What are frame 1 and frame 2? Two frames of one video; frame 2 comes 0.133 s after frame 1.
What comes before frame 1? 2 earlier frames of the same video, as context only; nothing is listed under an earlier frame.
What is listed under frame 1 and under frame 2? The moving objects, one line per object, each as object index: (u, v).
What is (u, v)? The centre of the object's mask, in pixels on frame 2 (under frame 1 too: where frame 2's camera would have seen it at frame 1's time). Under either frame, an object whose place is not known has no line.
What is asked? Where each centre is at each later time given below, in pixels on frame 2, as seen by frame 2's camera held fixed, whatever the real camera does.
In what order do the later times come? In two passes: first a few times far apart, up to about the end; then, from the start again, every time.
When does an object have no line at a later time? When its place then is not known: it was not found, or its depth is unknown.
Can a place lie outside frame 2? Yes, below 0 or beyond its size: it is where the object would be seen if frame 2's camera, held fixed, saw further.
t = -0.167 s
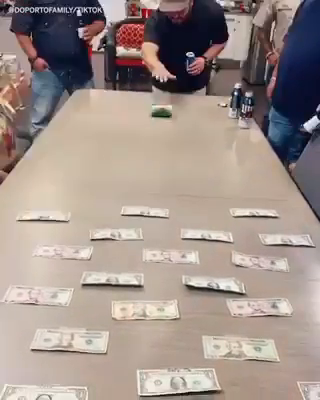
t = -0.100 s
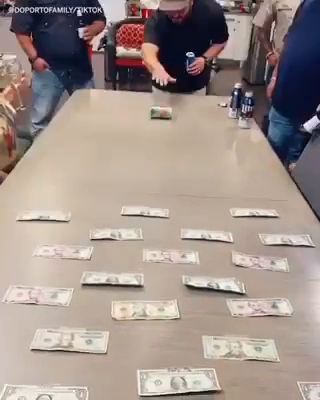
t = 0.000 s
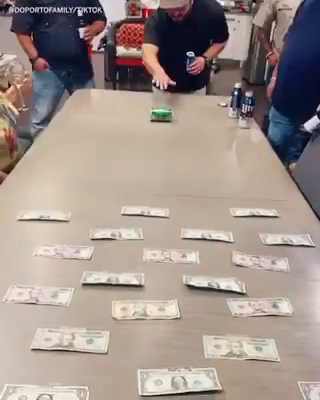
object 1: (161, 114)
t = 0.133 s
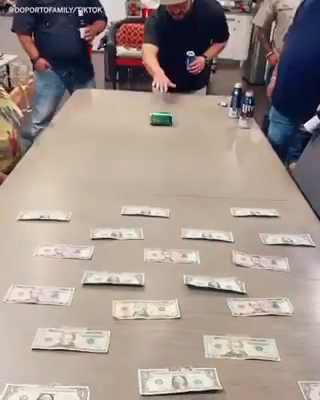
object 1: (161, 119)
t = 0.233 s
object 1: (161, 122)
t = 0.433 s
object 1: (161, 127)
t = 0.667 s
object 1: (161, 135)
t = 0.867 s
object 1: (161, 140)
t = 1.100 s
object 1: (160, 148)
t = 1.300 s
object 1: (160, 153)
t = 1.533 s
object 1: (161, 159)
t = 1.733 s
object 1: (161, 165)
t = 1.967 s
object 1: (161, 171)
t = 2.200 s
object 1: (161, 177)
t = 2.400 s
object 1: (161, 182)
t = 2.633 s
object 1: (161, 188)
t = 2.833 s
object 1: (161, 192)
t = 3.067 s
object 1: (161, 196)
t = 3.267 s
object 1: (161, 198)
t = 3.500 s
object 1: (162, 202)
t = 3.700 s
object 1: (161, 204)
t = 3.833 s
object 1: (161, 205)
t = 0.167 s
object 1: (161, 120)
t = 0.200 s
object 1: (161, 121)
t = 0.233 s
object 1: (161, 122)
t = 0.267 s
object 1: (161, 123)
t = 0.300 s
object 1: (161, 124)
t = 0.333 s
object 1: (161, 125)
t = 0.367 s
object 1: (160, 126)
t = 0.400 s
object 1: (161, 127)
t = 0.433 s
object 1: (161, 127)
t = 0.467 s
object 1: (161, 128)
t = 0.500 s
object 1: (161, 130)
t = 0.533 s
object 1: (161, 130)
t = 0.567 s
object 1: (161, 131)
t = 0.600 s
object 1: (161, 133)
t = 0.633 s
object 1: (161, 134)
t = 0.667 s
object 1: (161, 135)
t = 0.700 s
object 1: (161, 136)
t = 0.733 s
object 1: (161, 137)
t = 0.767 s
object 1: (161, 137)
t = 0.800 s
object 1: (162, 138)
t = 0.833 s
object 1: (161, 139)
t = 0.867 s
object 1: (161, 140)
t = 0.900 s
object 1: (161, 141)
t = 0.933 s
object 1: (161, 142)
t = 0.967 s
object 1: (161, 143)
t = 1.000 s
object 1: (161, 144)
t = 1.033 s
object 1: (161, 145)
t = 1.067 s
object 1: (161, 147)
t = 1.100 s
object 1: (160, 148)
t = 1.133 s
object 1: (161, 148)
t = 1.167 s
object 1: (160, 149)
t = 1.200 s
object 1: (160, 150)
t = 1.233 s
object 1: (160, 151)
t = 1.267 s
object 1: (160, 152)
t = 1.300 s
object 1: (160, 153)
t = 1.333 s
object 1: (162, 154)
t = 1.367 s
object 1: (161, 154)
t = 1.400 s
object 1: (160, 155)
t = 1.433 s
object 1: (161, 157)
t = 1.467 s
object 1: (161, 157)
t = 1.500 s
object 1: (161, 158)
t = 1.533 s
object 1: (161, 159)
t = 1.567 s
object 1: (161, 160)
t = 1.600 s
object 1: (161, 161)
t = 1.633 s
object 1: (161, 163)
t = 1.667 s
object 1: (160, 164)
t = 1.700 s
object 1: (161, 164)
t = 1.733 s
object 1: (161, 165)
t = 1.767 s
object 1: (161, 166)
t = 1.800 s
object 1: (161, 167)
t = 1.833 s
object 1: (160, 168)
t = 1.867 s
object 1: (161, 169)
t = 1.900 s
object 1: (161, 169)
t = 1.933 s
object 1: (161, 170)
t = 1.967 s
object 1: (161, 171)
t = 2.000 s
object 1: (161, 172)
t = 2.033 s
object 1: (161, 173)
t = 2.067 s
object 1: (161, 174)
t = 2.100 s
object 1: (161, 175)
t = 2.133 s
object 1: (161, 175)
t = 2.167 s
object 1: (161, 176)
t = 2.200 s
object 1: (161, 177)
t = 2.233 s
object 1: (161, 178)
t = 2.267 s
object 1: (161, 179)
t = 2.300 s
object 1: (161, 180)
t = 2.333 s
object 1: (161, 181)
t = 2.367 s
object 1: (161, 182)
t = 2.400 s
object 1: (161, 182)
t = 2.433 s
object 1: (161, 183)
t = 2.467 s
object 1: (161, 184)
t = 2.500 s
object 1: (160, 186)
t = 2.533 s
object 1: (161, 186)
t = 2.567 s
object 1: (161, 186)
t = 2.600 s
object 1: (161, 187)
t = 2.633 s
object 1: (161, 188)
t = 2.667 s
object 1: (161, 188)
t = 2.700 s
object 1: (161, 189)
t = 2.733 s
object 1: (161, 190)
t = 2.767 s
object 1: (161, 190)
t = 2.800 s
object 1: (161, 191)
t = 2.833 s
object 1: (161, 192)
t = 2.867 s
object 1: (161, 192)
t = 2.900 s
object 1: (161, 192)
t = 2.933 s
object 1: (161, 193)
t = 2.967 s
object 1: (161, 194)
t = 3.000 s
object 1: (161, 194)
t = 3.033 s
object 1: (161, 195)
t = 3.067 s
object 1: (161, 196)
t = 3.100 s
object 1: (161, 196)
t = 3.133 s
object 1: (161, 197)
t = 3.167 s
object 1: (161, 198)
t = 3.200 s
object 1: (161, 198)
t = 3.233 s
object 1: (161, 198)
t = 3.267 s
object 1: (161, 198)
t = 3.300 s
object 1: (161, 199)
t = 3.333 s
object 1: (161, 199)
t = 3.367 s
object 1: (162, 200)
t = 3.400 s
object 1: (161, 200)
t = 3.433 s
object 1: (161, 201)
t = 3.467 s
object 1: (161, 201)
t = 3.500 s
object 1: (162, 202)
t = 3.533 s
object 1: (161, 202)
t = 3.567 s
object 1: (162, 202)
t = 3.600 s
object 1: (161, 203)
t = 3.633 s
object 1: (161, 204)
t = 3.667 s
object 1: (161, 204)
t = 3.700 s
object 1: (161, 204)
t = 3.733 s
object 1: (161, 204)
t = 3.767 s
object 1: (161, 204)
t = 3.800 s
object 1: (161, 205)
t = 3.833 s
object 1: (161, 205)
